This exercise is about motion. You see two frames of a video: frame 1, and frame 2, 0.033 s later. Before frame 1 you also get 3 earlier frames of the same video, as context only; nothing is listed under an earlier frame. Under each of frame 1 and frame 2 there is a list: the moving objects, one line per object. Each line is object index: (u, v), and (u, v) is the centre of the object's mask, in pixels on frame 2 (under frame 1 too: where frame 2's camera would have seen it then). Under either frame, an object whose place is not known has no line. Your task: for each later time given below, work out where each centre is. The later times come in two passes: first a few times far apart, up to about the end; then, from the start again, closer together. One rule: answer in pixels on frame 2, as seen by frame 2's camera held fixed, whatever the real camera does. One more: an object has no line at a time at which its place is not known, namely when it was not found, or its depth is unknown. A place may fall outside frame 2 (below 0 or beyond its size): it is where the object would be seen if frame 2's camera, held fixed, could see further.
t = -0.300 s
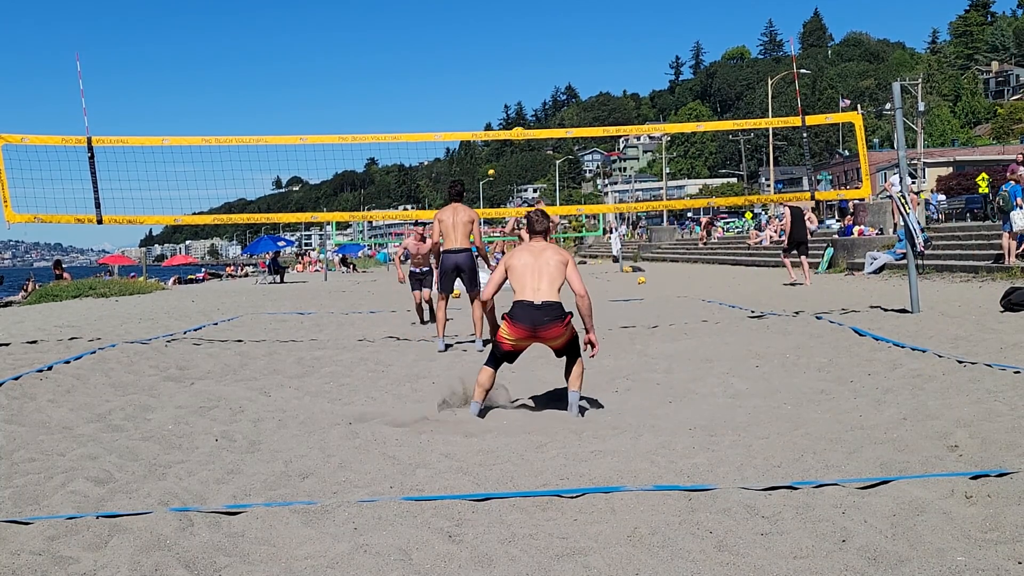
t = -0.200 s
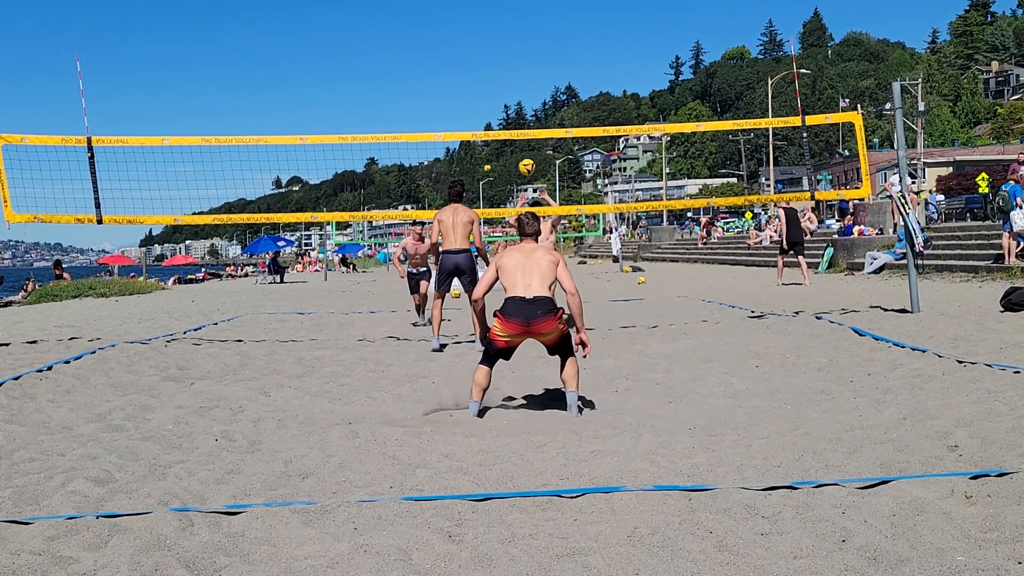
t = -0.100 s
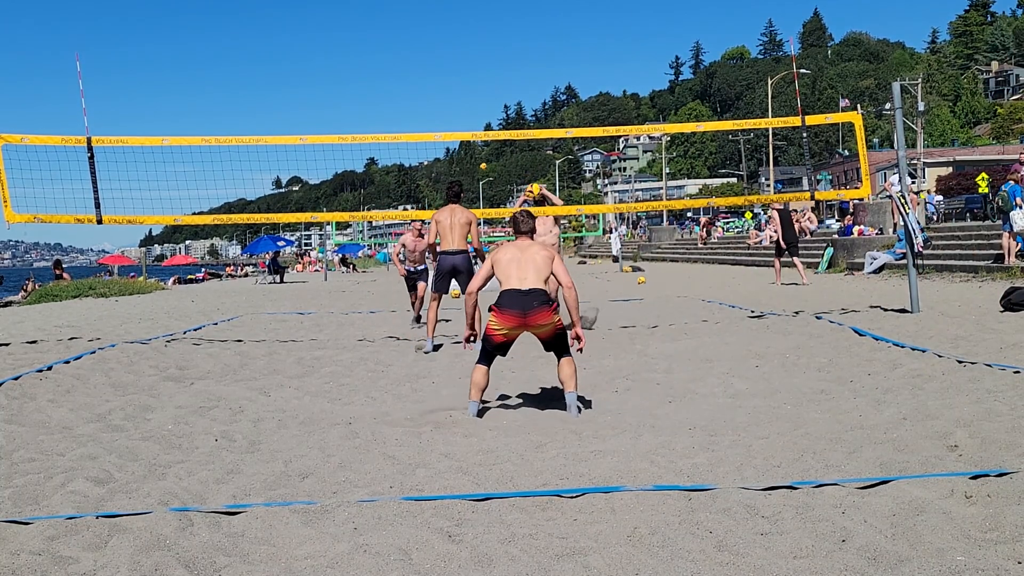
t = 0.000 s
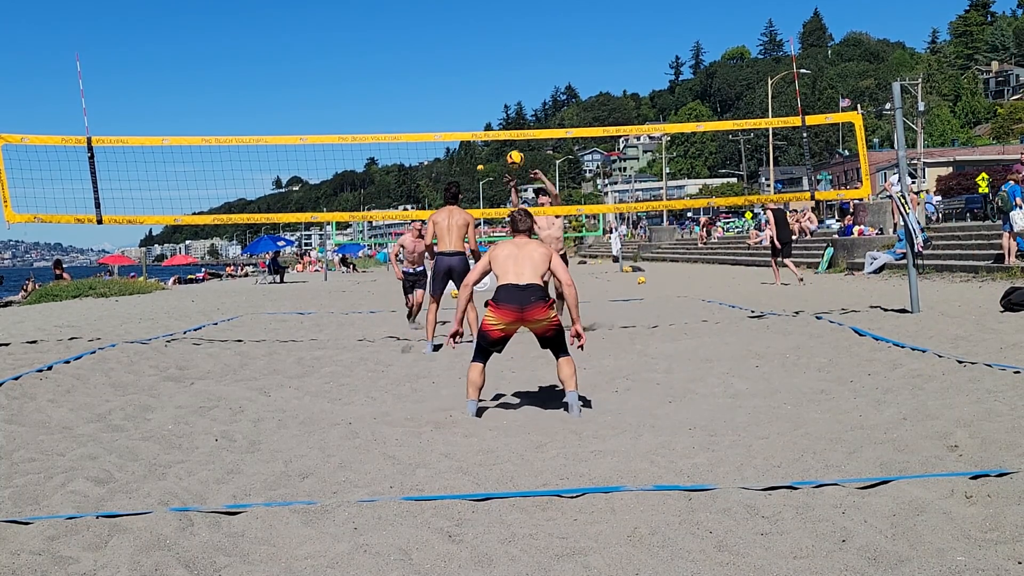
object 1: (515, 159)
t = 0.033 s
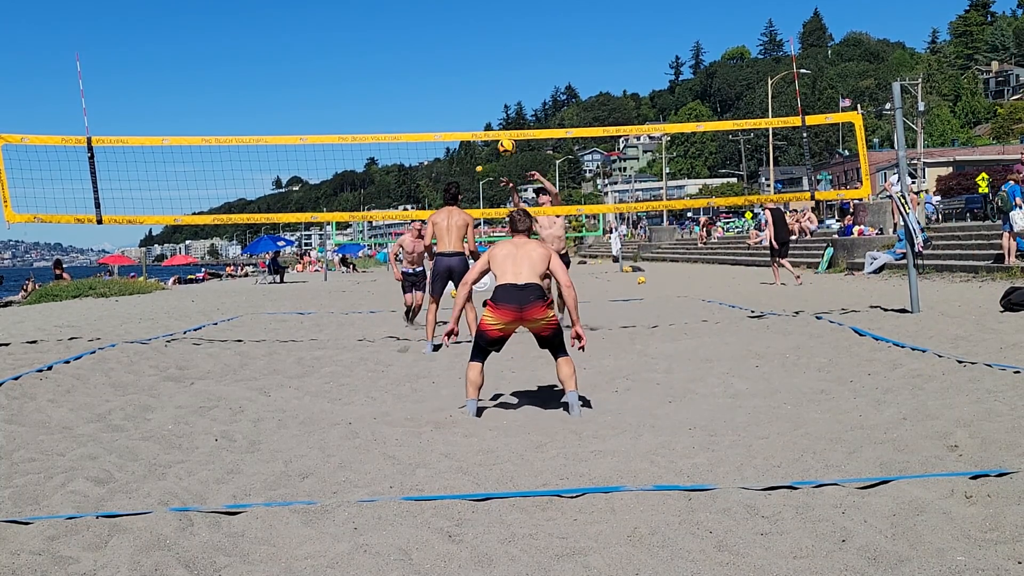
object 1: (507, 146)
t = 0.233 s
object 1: (450, 86)
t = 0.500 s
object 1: (359, 50)
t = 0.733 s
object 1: (261, 80)
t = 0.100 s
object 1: (488, 123)
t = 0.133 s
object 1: (479, 113)
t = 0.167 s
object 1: (470, 103)
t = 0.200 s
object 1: (460, 95)
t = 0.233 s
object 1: (450, 86)
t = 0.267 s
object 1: (440, 79)
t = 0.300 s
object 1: (429, 72)
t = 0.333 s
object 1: (418, 66)
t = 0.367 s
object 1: (407, 61)
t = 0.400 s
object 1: (396, 56)
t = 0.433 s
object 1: (384, 53)
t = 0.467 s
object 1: (372, 51)
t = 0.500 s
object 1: (359, 50)
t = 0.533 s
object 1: (347, 50)
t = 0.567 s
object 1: (333, 51)
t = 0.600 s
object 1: (320, 54)
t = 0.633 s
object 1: (306, 58)
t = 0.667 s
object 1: (291, 64)
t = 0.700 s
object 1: (276, 71)
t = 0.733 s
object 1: (261, 80)
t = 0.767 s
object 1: (244, 90)
